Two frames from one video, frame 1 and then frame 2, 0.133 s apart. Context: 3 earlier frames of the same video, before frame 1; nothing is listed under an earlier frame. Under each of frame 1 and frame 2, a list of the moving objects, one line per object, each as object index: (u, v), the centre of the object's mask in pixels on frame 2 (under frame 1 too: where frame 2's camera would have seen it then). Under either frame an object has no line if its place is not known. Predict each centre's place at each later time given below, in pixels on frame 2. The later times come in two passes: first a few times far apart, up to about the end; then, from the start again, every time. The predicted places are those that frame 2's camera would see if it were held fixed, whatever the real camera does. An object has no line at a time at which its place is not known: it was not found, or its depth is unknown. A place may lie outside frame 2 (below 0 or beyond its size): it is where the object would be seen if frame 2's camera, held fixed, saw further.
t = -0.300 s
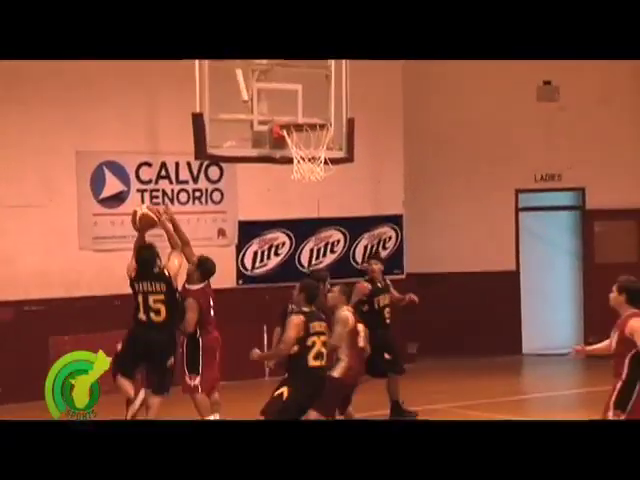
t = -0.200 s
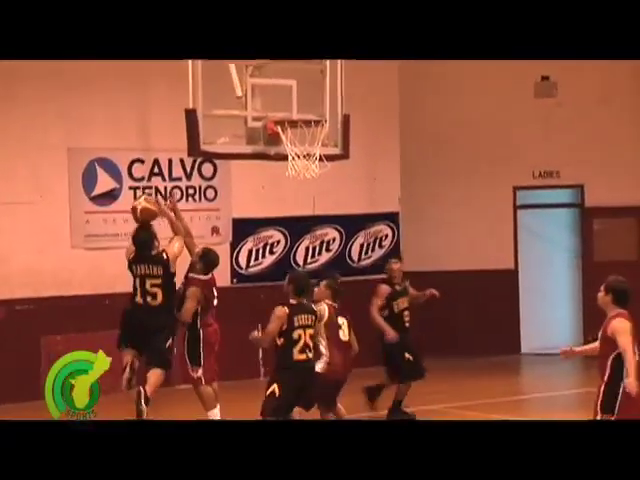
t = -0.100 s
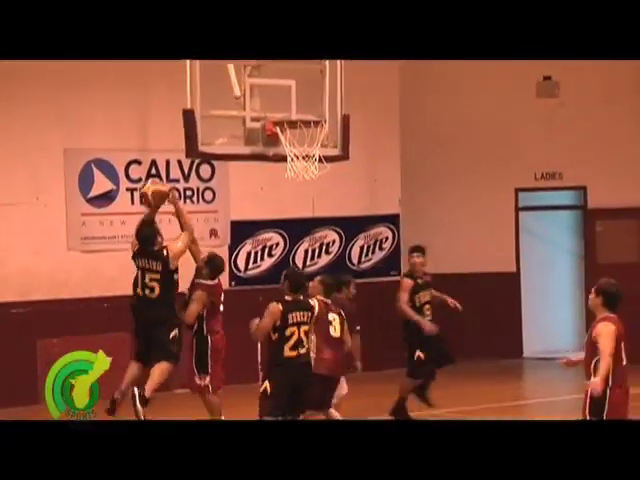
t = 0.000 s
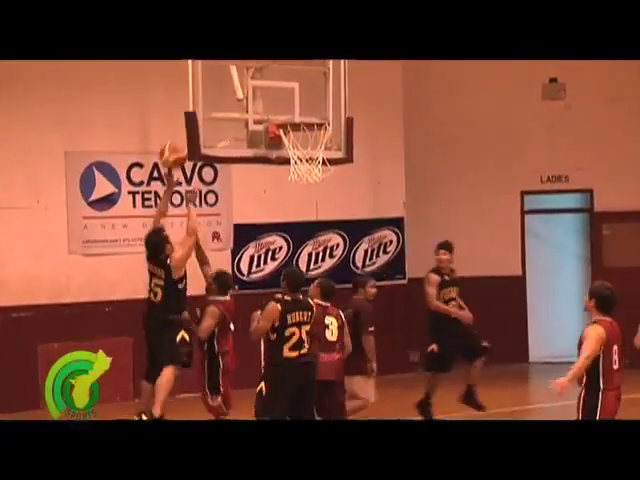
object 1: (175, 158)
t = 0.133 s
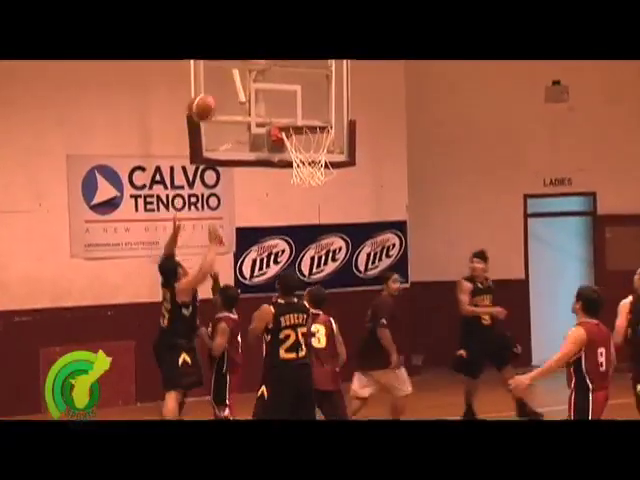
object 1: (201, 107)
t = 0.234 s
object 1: (219, 84)
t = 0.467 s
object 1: (265, 73)
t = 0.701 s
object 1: (313, 118)
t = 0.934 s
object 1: (304, 143)
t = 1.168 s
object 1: (328, 167)
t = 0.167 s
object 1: (208, 99)
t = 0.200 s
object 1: (213, 91)
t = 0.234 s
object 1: (219, 84)
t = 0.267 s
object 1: (226, 79)
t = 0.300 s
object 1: (233, 75)
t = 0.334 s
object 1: (239, 70)
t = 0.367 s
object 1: (246, 68)
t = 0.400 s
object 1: (252, 68)
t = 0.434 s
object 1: (258, 70)
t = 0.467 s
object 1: (265, 73)
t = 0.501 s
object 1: (272, 76)
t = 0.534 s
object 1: (279, 82)
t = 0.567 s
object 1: (286, 88)
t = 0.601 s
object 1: (293, 95)
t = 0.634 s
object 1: (300, 104)
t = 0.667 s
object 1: (307, 113)
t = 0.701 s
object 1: (313, 118)
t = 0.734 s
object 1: (311, 119)
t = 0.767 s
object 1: (310, 120)
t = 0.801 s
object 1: (308, 121)
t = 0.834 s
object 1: (301, 130)
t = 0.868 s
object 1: (295, 137)
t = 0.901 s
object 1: (298, 139)
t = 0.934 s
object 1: (304, 143)
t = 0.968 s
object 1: (307, 149)
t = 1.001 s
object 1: (310, 153)
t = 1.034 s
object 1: (316, 162)
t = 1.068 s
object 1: (322, 164)
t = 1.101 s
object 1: (326, 167)
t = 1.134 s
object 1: (326, 164)
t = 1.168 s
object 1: (328, 167)
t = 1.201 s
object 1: (329, 169)
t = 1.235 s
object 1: (332, 177)
